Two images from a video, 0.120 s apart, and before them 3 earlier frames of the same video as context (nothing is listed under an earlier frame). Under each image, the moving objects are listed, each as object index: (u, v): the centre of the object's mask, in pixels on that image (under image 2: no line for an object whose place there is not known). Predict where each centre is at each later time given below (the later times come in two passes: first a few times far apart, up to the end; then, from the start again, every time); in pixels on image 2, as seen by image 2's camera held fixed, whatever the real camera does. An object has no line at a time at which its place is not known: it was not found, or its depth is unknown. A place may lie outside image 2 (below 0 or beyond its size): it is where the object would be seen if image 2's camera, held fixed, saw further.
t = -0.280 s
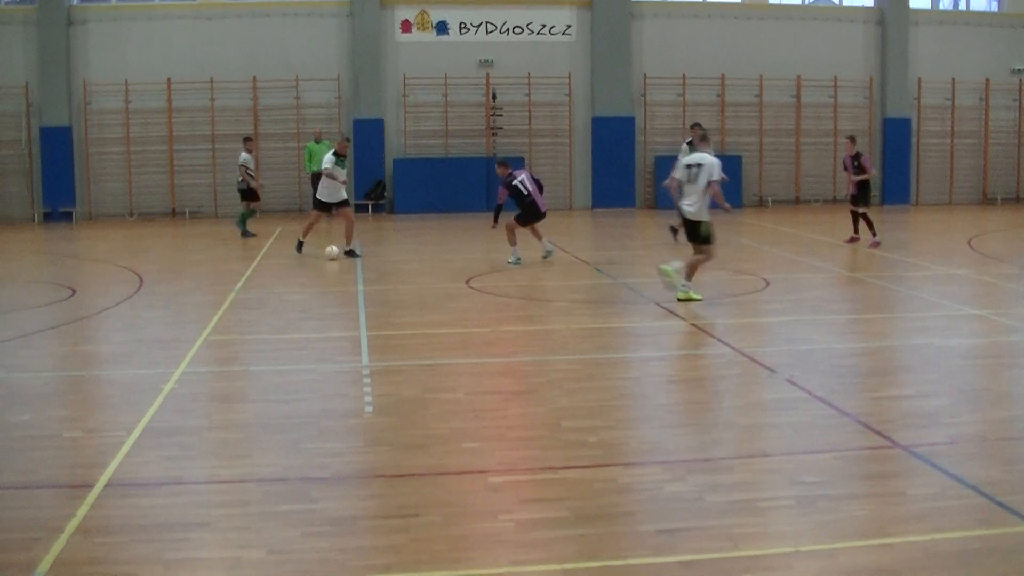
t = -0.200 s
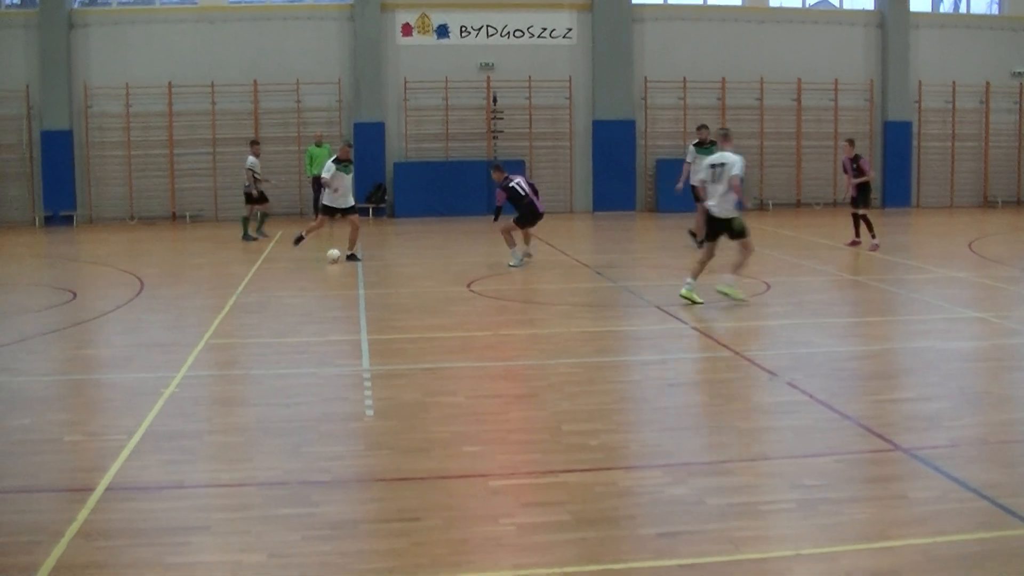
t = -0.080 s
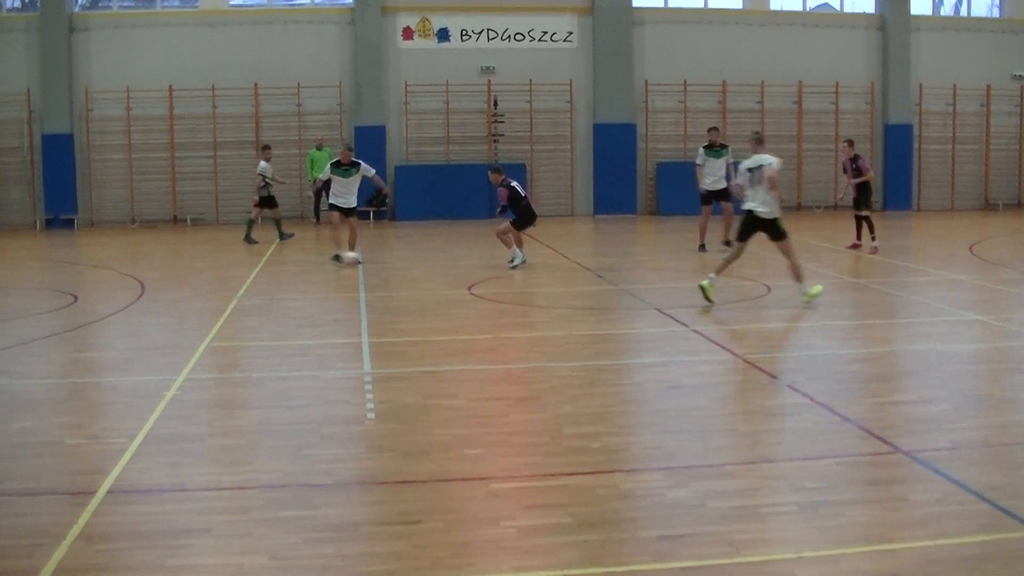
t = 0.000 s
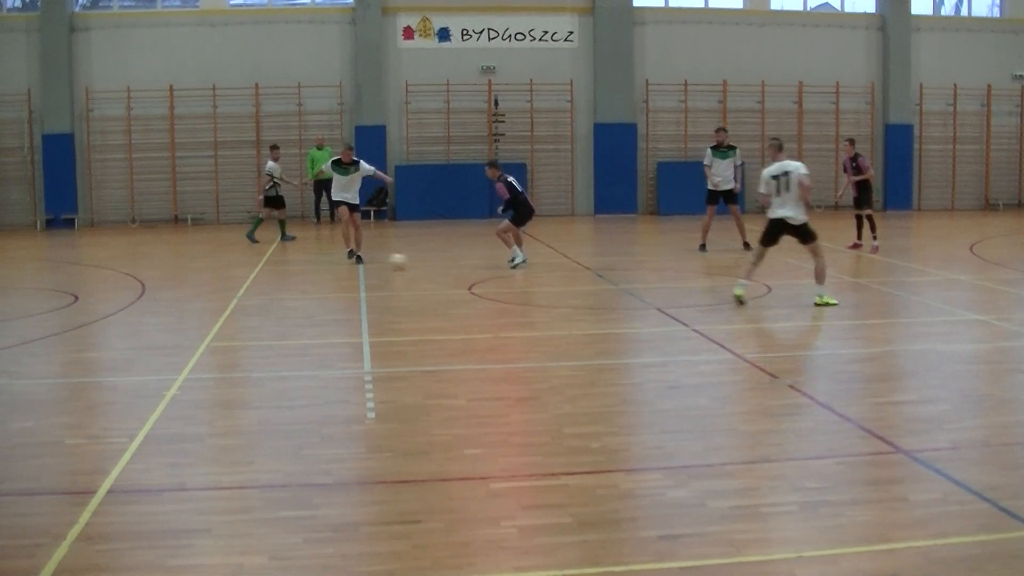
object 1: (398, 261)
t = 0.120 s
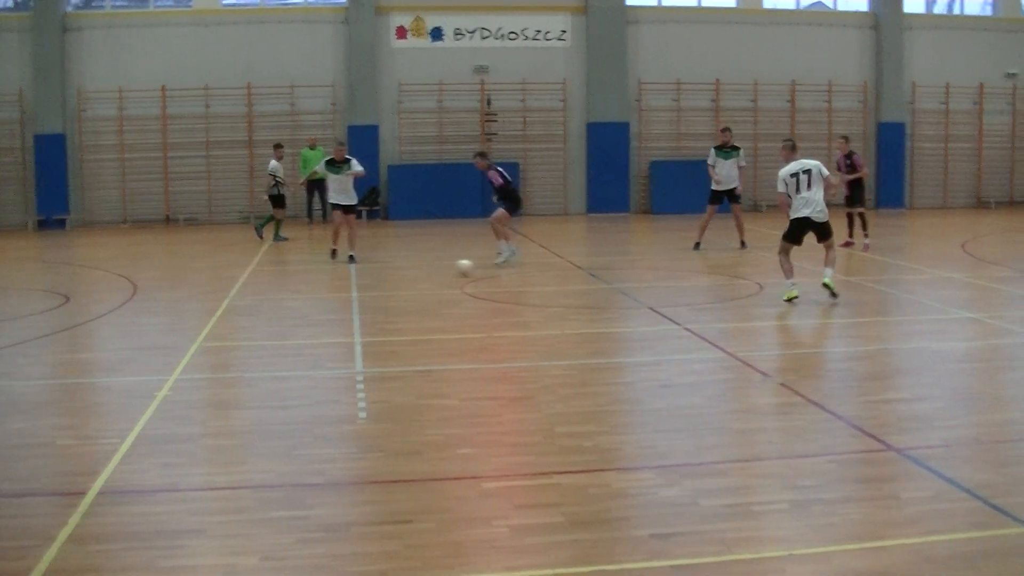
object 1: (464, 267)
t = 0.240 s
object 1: (539, 273)
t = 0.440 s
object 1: (666, 285)
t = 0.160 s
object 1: (489, 269)
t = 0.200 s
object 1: (515, 271)
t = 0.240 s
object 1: (539, 273)
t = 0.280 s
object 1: (564, 275)
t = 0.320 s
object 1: (590, 277)
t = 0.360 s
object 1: (615, 280)
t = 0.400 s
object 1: (640, 282)
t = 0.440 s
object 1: (666, 285)
